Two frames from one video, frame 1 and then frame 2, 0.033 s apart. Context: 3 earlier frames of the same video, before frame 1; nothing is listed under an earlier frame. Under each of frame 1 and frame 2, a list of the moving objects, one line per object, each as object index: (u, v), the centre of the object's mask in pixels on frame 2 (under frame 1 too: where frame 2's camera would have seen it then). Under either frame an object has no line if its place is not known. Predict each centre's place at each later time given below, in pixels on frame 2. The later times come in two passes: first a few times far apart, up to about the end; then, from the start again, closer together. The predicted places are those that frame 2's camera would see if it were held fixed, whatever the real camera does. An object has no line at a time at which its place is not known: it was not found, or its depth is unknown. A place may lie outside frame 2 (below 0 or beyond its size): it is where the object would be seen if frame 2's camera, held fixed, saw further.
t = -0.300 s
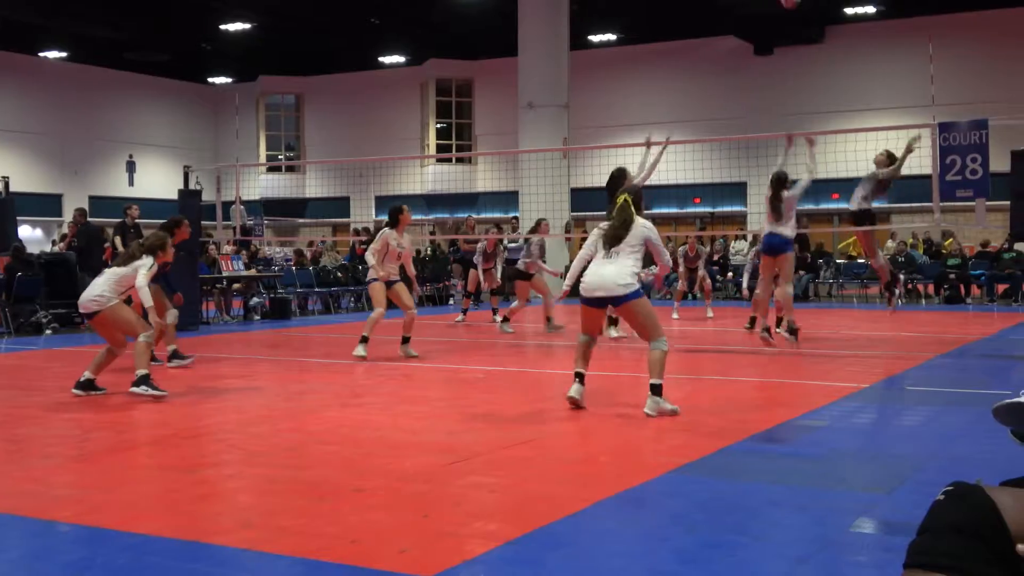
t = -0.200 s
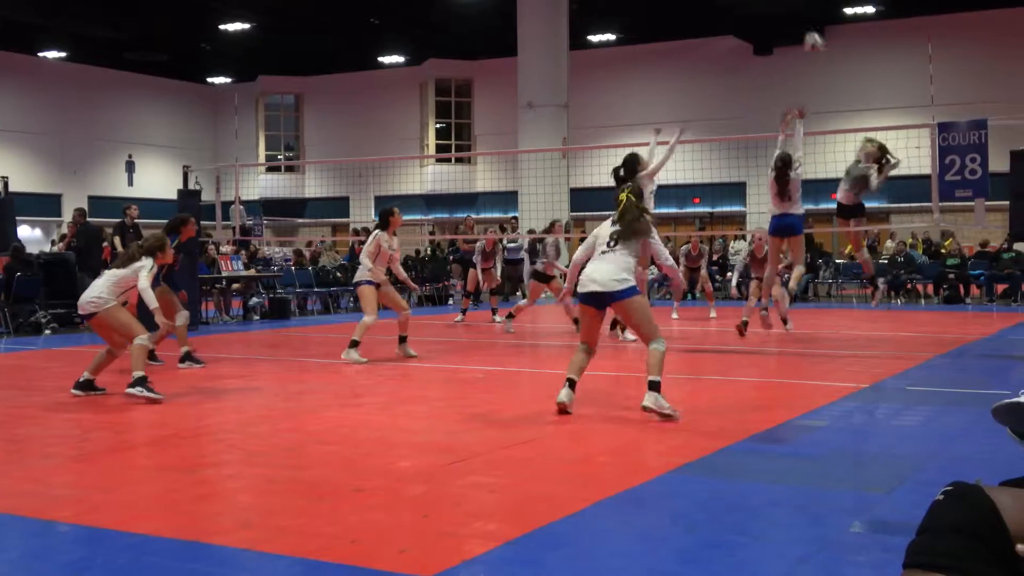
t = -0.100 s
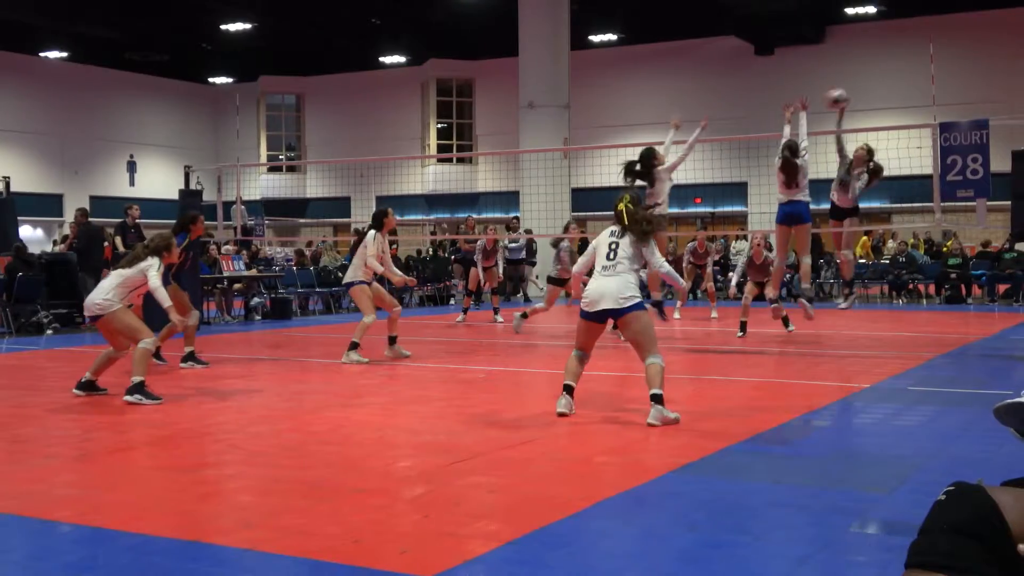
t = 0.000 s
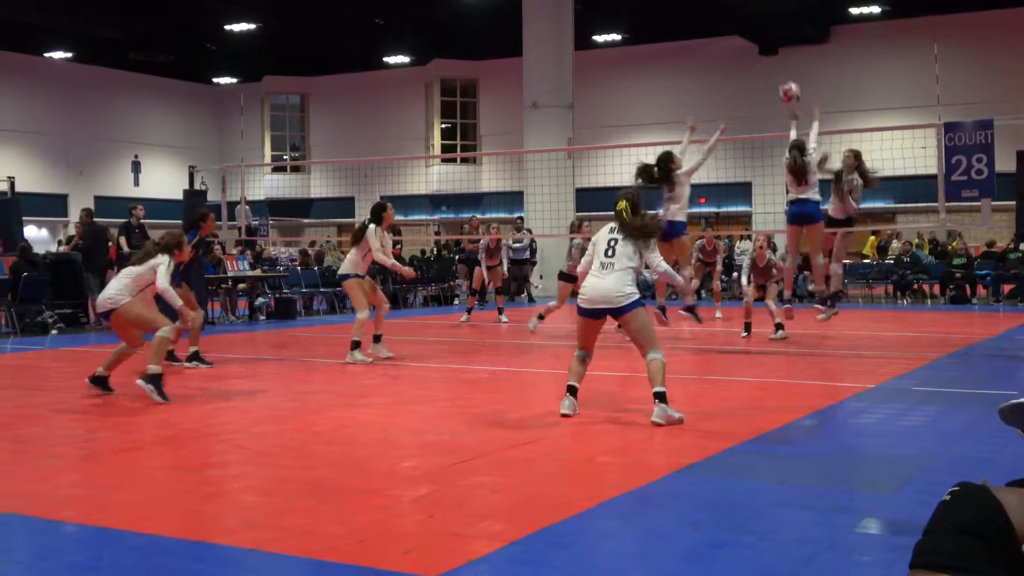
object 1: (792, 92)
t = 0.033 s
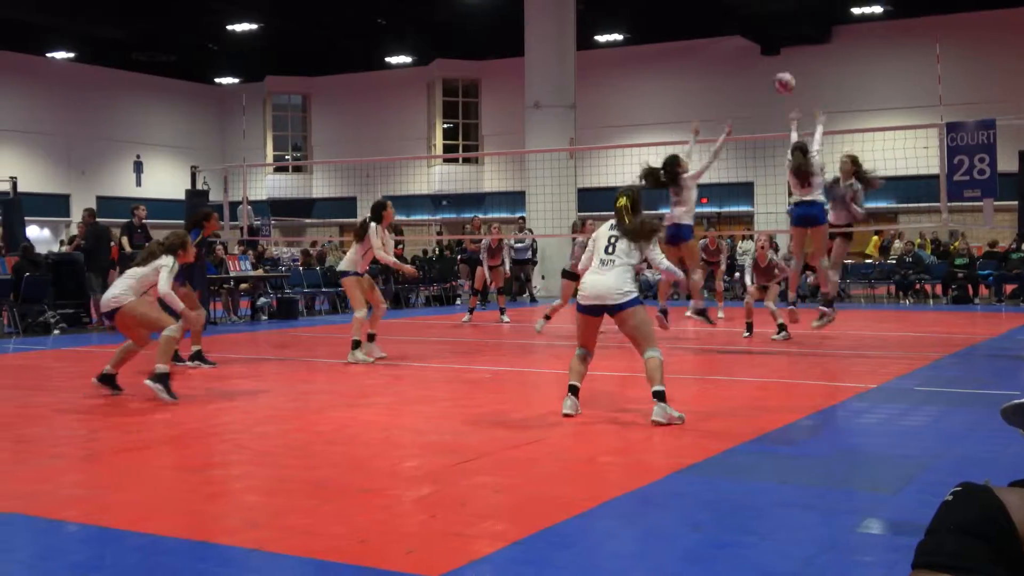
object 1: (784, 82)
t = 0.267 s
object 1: (734, 43)
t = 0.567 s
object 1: (670, 70)
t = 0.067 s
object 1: (777, 74)
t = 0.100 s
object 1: (770, 65)
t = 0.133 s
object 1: (763, 59)
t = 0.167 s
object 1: (756, 53)
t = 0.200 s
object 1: (748, 49)
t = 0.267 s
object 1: (734, 43)
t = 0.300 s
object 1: (727, 42)
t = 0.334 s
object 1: (719, 42)
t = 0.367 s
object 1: (713, 42)
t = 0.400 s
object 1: (705, 44)
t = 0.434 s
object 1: (698, 48)
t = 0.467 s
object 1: (691, 51)
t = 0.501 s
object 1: (684, 56)
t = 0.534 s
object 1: (677, 62)
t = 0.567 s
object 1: (670, 70)
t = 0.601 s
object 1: (663, 77)
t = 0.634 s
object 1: (656, 88)
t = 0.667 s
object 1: (650, 99)
